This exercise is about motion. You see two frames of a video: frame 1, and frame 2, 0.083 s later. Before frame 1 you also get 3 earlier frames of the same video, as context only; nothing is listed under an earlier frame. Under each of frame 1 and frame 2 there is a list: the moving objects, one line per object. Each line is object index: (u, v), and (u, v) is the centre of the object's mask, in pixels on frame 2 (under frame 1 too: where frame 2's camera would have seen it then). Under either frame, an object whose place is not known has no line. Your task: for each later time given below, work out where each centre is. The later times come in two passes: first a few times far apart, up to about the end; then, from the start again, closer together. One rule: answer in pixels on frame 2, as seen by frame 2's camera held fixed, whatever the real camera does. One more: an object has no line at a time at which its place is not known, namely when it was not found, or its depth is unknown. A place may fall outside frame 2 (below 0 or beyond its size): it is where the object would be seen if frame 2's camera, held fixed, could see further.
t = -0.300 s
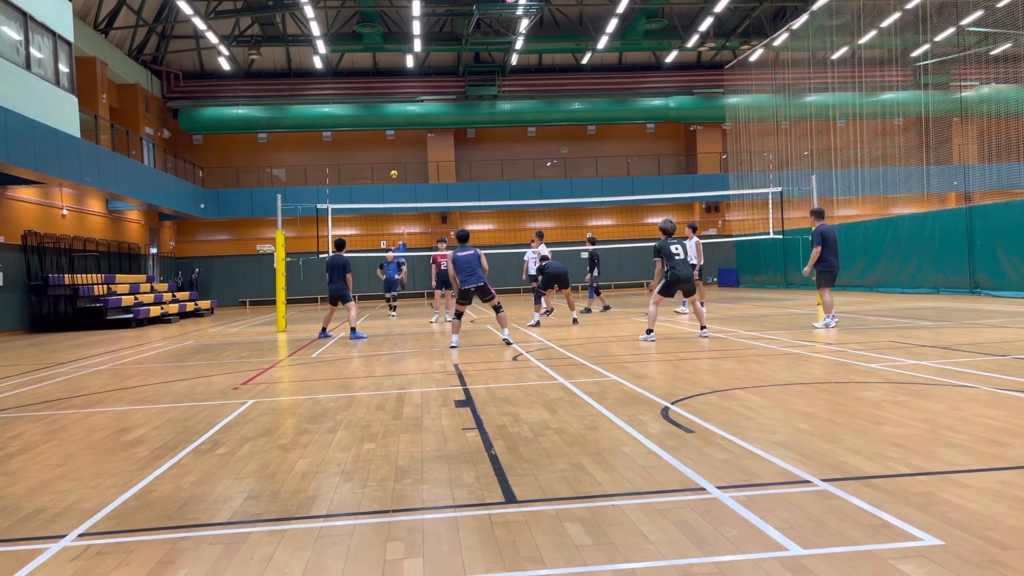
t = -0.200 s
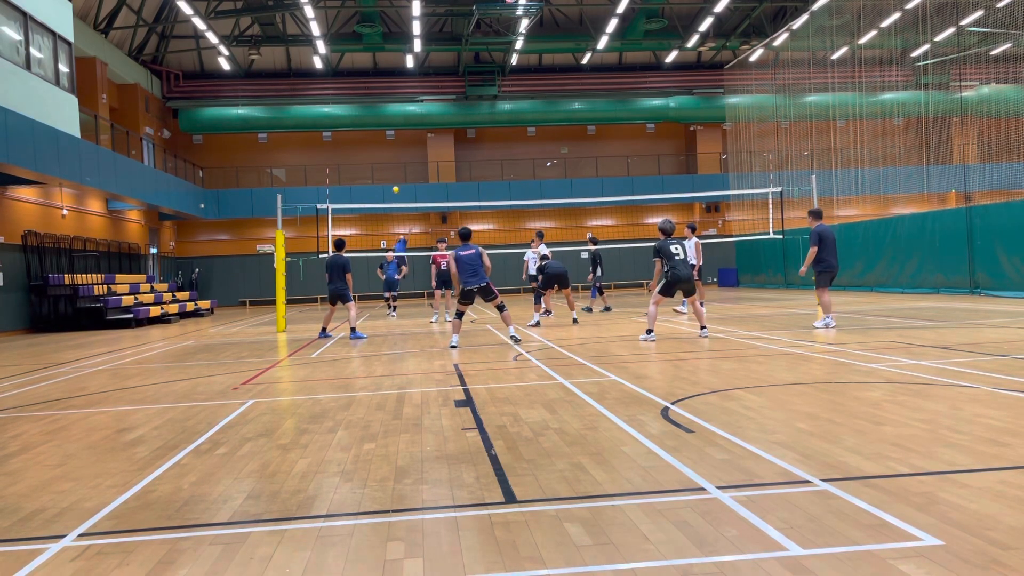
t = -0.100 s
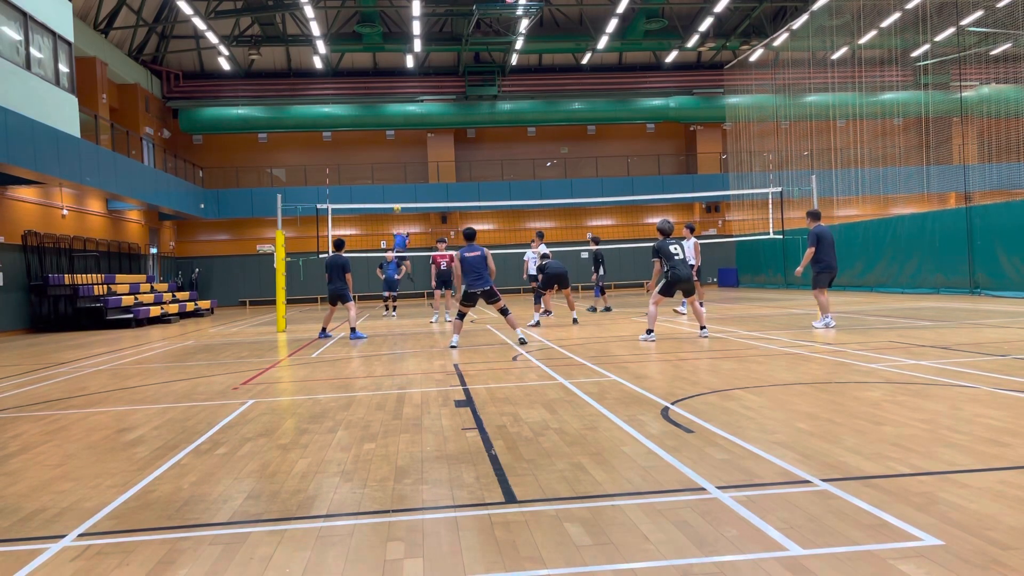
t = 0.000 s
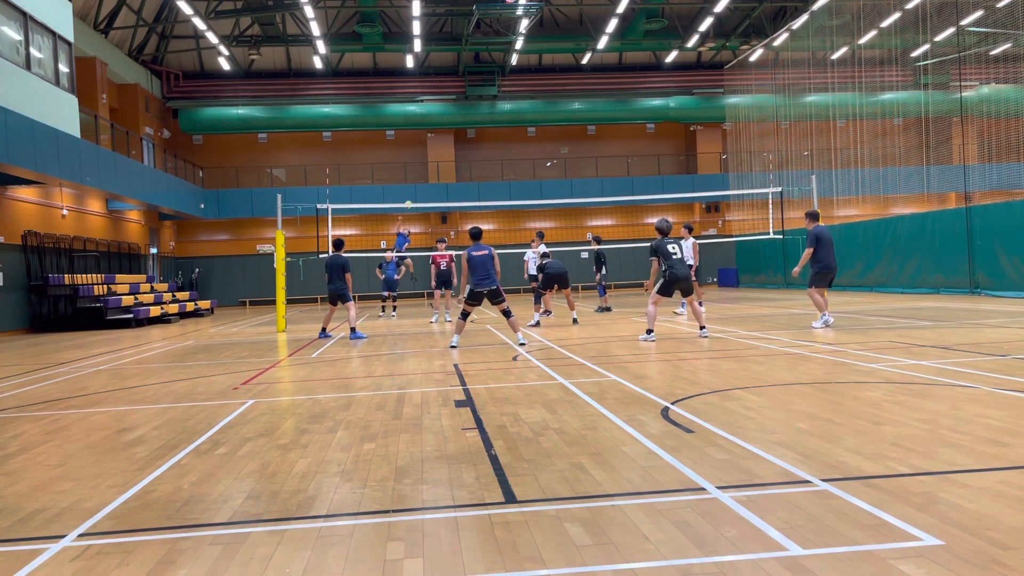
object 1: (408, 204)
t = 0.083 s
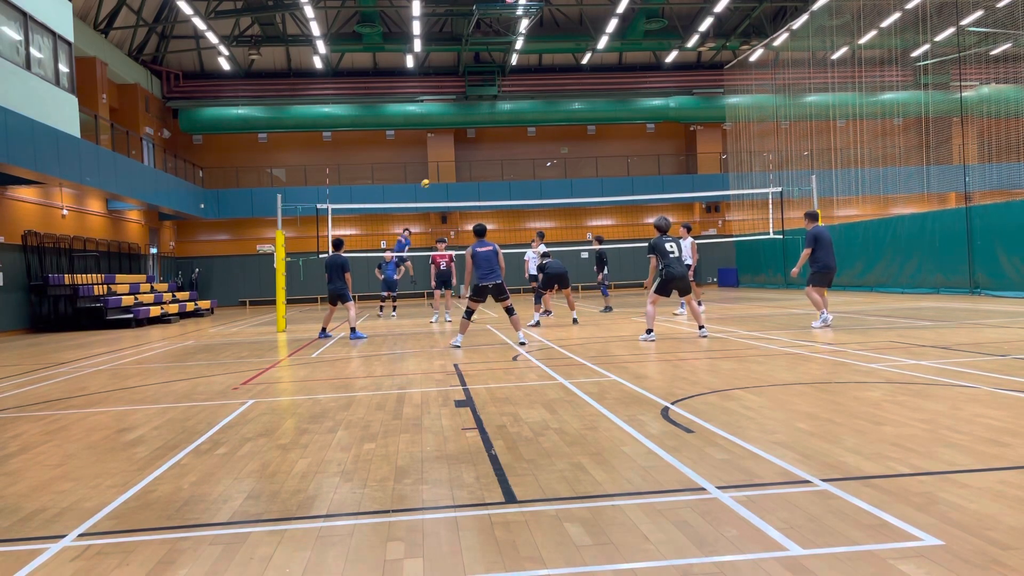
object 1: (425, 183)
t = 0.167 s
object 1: (444, 165)
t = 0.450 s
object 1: (528, 123)
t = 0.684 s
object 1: (625, 123)
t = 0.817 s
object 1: (695, 142)
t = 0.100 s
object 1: (429, 179)
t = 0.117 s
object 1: (433, 176)
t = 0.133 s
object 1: (437, 172)
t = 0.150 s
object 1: (440, 168)
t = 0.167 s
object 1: (444, 165)
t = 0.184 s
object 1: (449, 161)
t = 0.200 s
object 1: (453, 158)
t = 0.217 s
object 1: (457, 155)
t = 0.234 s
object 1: (461, 151)
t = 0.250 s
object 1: (466, 149)
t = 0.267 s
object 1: (470, 146)
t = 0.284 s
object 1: (475, 143)
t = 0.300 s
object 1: (480, 140)
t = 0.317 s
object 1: (485, 138)
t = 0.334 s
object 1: (490, 136)
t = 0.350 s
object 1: (495, 134)
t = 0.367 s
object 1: (500, 131)
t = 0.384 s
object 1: (506, 129)
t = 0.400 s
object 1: (511, 128)
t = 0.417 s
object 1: (517, 126)
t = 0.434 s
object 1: (522, 124)
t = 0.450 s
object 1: (528, 123)
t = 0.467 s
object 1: (534, 122)
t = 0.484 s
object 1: (540, 121)
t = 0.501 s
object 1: (546, 120)
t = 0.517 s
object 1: (553, 119)
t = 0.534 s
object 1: (559, 119)
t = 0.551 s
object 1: (566, 119)
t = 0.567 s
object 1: (573, 118)
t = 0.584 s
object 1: (580, 118)
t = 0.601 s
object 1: (587, 118)
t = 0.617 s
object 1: (594, 119)
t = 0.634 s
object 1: (601, 120)
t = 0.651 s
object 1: (609, 121)
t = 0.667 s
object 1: (617, 122)
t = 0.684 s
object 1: (625, 123)
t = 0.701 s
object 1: (633, 124)
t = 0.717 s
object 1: (641, 127)
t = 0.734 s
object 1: (650, 128)
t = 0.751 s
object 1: (659, 131)
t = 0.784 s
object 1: (677, 136)
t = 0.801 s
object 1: (686, 139)
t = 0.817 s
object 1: (695, 142)
